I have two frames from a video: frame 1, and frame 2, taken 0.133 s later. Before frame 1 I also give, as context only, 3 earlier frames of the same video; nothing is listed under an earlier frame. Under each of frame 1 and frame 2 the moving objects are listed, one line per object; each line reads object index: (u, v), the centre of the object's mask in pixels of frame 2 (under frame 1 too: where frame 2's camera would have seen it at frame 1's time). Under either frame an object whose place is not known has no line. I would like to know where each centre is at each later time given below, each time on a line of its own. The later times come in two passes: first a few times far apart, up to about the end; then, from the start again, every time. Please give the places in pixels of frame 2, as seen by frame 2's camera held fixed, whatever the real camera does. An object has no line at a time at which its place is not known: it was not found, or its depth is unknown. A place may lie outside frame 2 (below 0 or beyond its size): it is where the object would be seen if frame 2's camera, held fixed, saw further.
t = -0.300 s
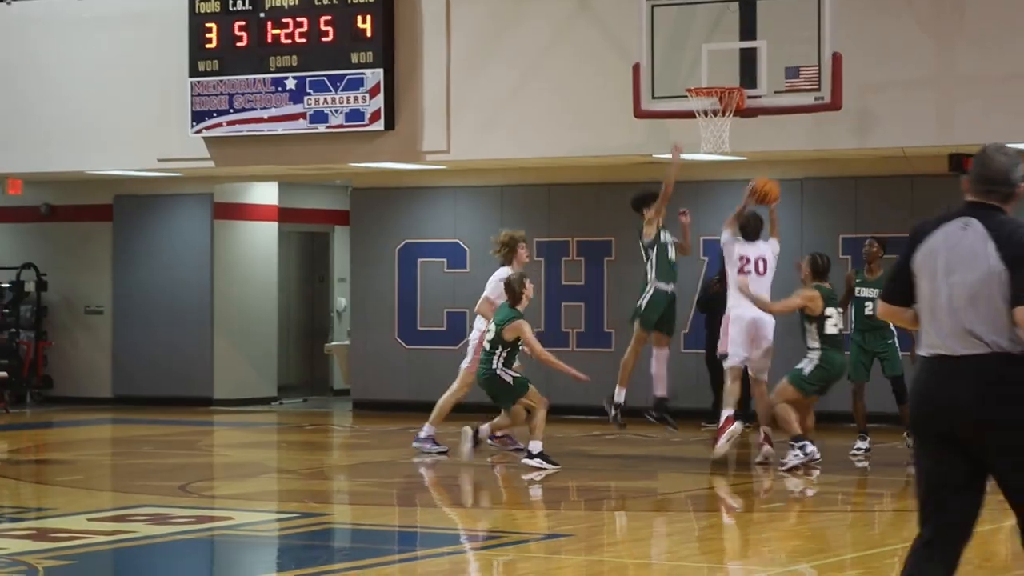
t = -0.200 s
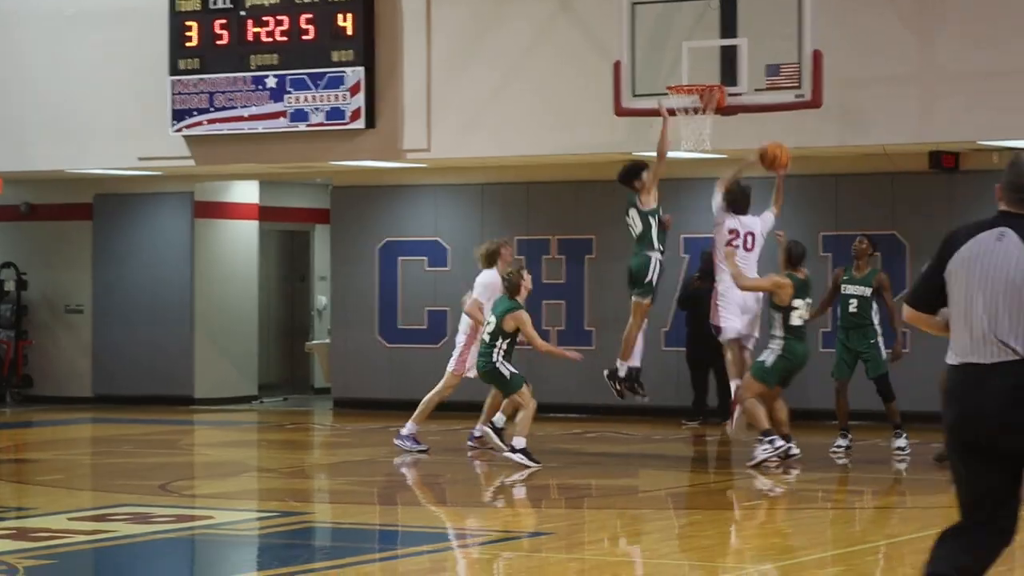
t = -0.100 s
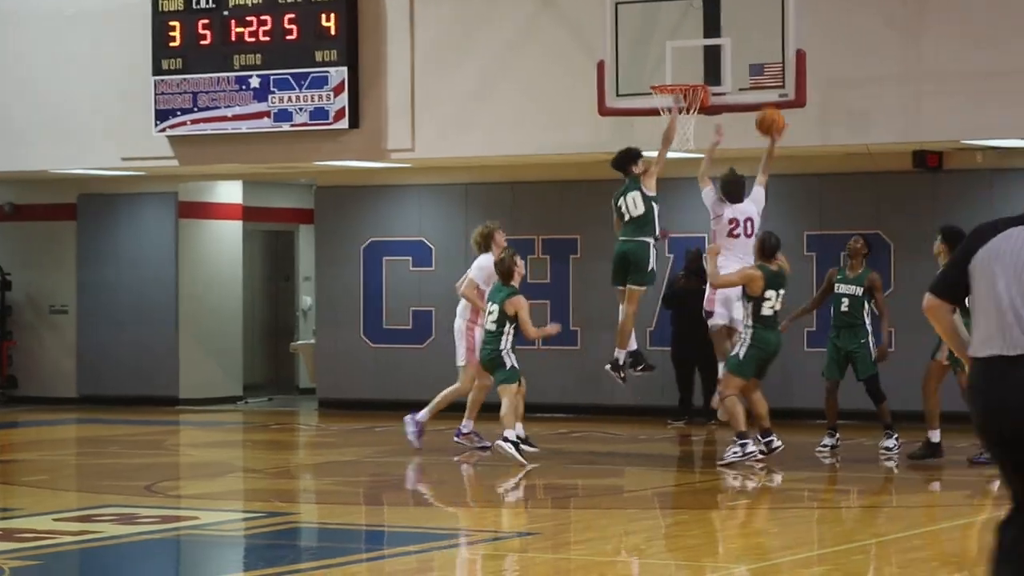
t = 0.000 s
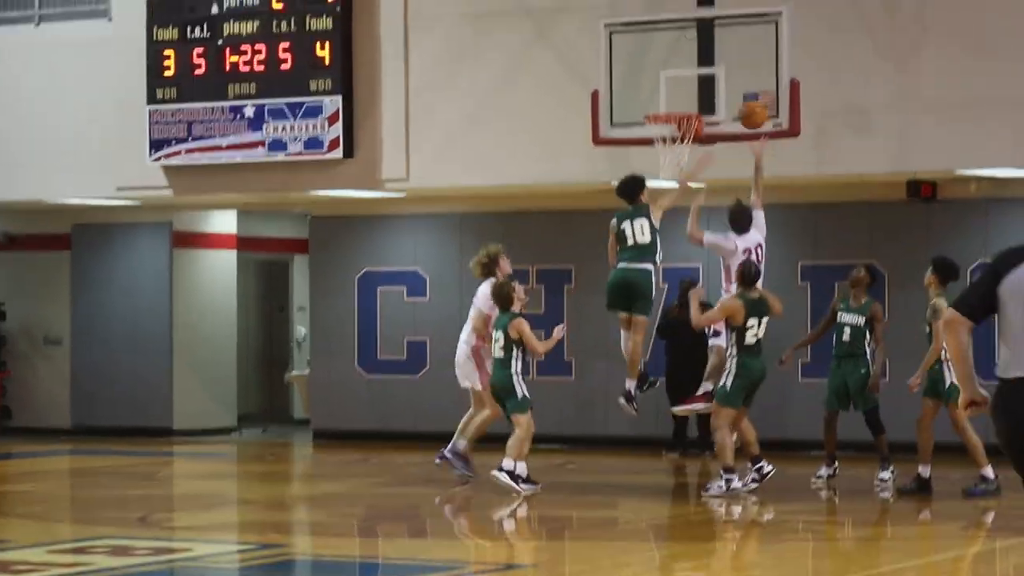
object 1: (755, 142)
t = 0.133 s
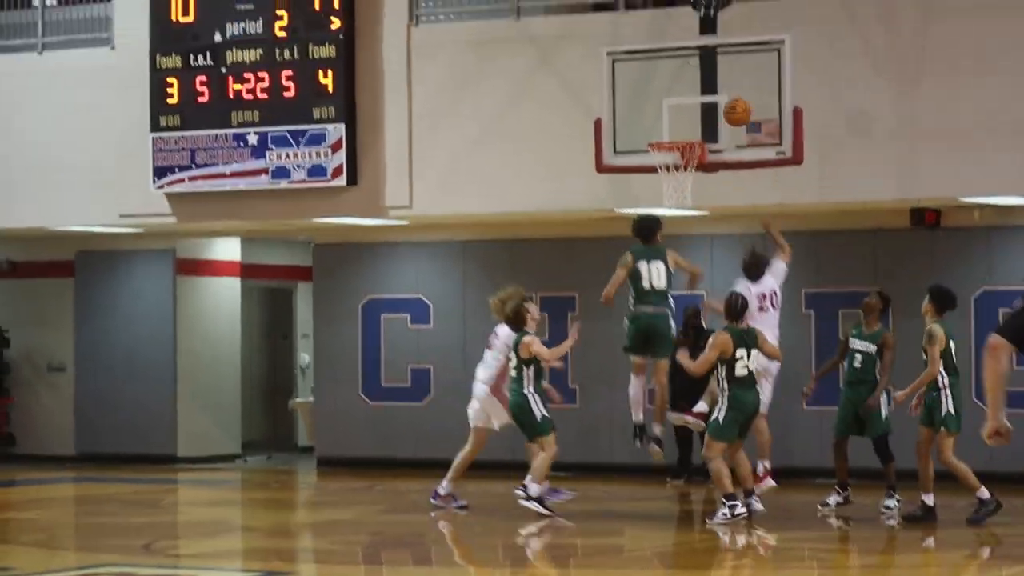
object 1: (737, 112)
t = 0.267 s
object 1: (713, 102)
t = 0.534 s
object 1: (663, 127)
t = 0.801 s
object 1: (674, 135)
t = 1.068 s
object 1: (679, 206)
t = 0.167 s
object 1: (733, 108)
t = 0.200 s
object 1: (728, 105)
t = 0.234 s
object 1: (720, 103)
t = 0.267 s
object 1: (713, 102)
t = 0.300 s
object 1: (705, 103)
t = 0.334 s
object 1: (697, 105)
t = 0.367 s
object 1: (690, 109)
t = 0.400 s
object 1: (682, 113)
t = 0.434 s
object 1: (674, 119)
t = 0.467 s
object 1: (667, 126)
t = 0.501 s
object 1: (662, 130)
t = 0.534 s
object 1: (663, 127)
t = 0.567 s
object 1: (664, 124)
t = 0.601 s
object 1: (665, 122)
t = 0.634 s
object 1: (667, 122)
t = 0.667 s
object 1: (668, 123)
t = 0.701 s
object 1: (669, 124)
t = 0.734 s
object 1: (671, 129)
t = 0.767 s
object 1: (672, 132)
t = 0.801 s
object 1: (674, 135)
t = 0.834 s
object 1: (675, 148)
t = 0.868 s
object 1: (675, 156)
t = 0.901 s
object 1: (674, 166)
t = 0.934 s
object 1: (677, 175)
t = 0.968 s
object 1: (679, 181)
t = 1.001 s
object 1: (679, 189)
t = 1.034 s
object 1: (679, 200)
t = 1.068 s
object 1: (679, 206)
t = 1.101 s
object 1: (680, 217)
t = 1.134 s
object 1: (680, 230)
